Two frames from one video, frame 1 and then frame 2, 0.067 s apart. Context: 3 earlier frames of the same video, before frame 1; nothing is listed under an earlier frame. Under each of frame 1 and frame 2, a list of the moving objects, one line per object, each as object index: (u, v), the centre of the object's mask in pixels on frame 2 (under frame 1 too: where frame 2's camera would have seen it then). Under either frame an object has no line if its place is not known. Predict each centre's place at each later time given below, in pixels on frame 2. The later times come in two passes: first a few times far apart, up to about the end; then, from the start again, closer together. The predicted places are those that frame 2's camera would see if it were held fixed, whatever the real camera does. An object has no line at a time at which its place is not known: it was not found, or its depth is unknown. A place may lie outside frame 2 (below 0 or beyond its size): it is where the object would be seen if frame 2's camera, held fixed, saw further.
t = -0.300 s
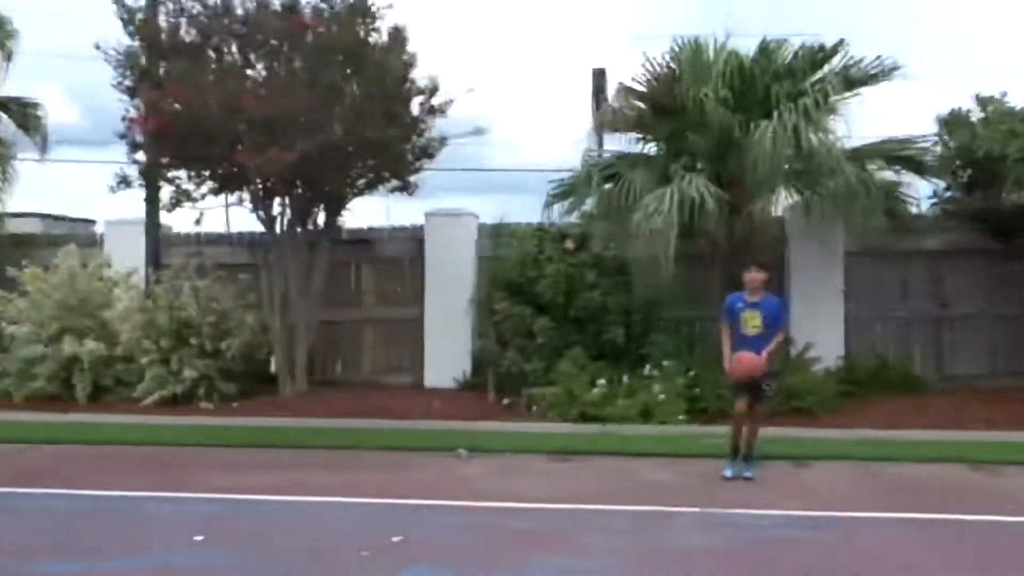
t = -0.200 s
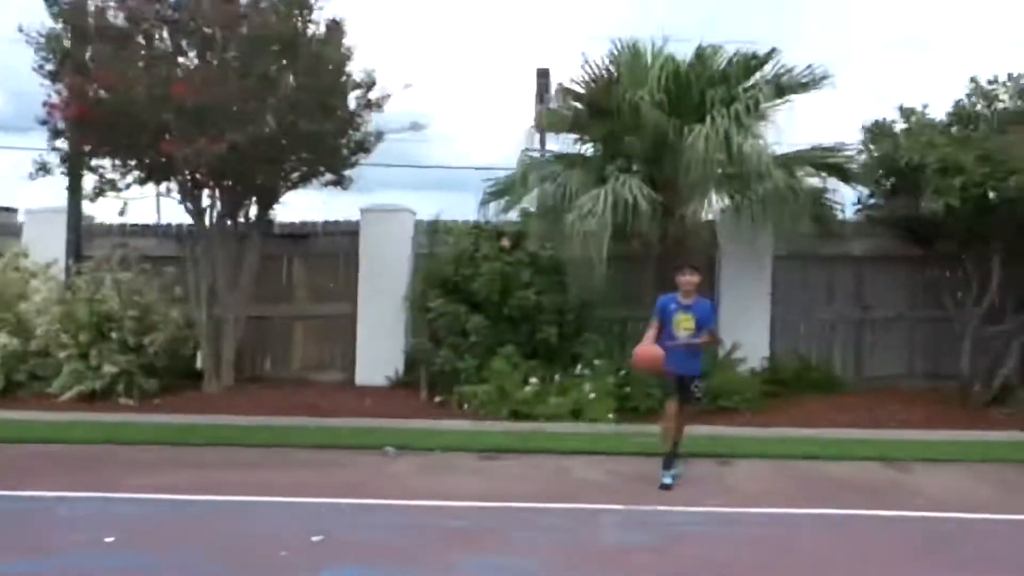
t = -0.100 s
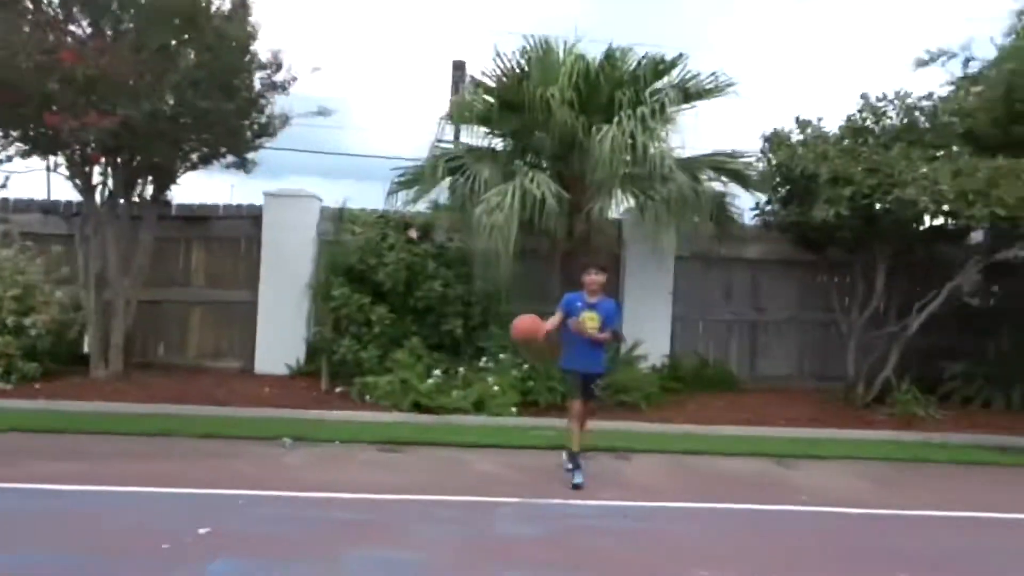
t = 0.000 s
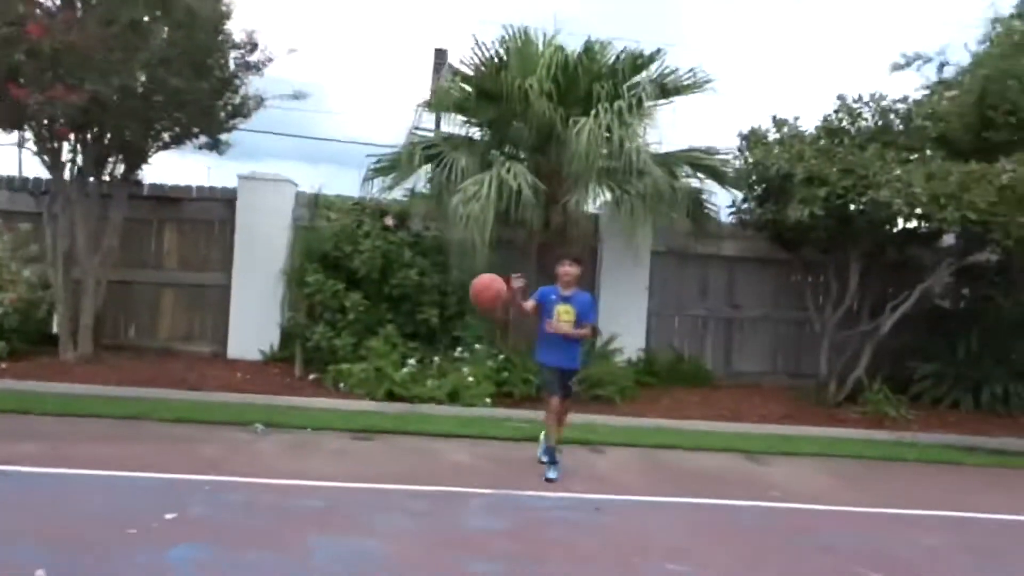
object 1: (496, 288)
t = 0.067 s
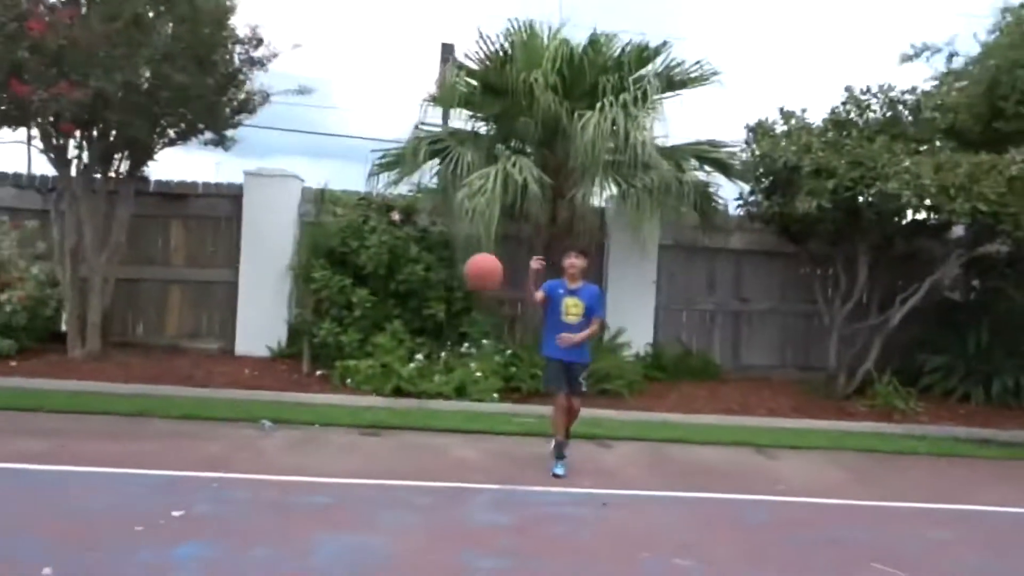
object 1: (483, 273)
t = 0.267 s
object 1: (437, 268)
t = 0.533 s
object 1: (329, 420)
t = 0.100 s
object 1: (477, 268)
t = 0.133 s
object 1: (470, 266)
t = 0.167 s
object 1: (464, 263)
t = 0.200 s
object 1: (455, 262)
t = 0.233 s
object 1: (446, 264)
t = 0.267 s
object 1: (437, 268)
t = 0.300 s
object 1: (426, 274)
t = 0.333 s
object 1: (416, 284)
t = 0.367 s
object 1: (404, 296)
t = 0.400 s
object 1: (391, 312)
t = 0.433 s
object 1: (377, 332)
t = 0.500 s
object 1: (346, 386)
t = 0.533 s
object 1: (329, 420)
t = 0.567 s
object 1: (311, 459)
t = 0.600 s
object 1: (293, 504)
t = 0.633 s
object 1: (272, 556)
